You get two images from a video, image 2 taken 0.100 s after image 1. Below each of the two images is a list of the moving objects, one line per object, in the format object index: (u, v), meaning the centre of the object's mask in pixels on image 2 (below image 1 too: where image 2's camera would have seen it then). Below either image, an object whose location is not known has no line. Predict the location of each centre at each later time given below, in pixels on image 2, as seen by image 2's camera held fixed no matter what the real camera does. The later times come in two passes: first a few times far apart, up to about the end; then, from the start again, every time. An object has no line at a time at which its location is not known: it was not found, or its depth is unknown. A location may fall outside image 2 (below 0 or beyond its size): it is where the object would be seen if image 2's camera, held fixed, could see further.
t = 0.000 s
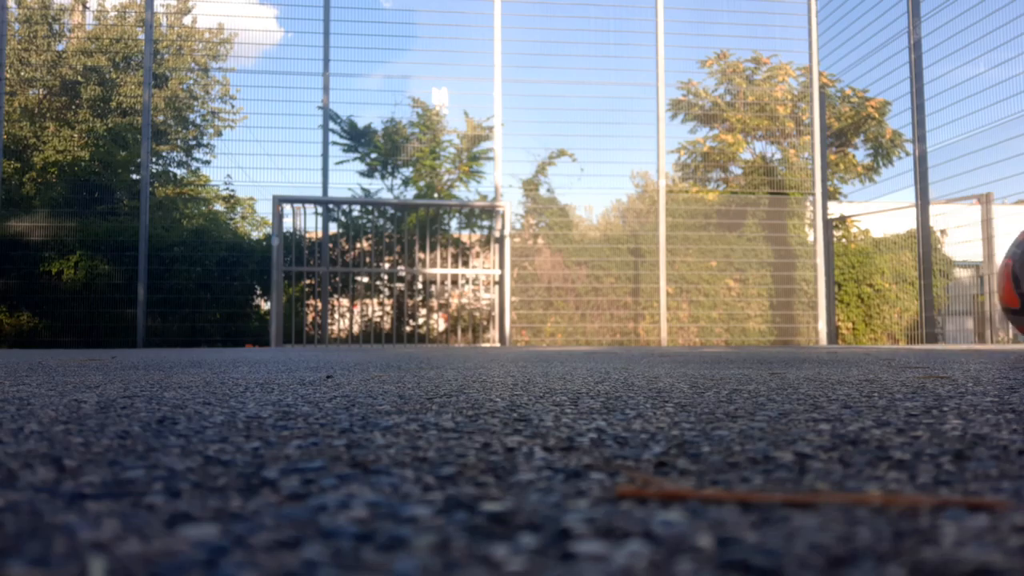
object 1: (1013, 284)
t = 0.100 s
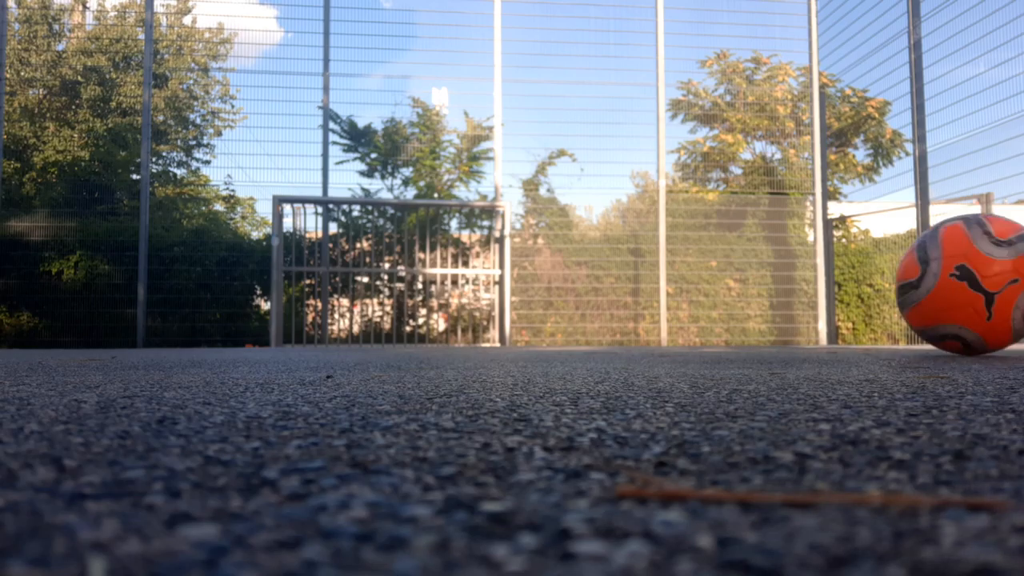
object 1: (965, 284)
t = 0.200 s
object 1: (878, 289)
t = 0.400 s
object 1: (726, 298)
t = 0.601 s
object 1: (607, 303)
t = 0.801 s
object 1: (513, 308)
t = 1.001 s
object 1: (432, 312)
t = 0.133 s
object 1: (940, 286)
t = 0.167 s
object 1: (908, 288)
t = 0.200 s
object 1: (878, 289)
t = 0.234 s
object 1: (850, 291)
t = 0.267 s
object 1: (822, 291)
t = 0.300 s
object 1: (796, 294)
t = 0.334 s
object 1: (772, 294)
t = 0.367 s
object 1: (748, 296)
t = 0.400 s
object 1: (726, 298)
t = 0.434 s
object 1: (704, 298)
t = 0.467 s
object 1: (683, 300)
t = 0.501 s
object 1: (663, 300)
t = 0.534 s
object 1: (643, 301)
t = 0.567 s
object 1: (625, 302)
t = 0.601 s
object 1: (607, 303)
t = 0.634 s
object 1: (590, 304)
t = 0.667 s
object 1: (573, 305)
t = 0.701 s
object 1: (557, 305)
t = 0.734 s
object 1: (542, 306)
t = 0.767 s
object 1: (527, 307)
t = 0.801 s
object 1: (513, 308)
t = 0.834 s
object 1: (499, 309)
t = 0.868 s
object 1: (485, 310)
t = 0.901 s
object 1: (471, 310)
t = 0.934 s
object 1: (458, 310)
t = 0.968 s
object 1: (445, 311)
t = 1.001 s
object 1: (432, 312)
